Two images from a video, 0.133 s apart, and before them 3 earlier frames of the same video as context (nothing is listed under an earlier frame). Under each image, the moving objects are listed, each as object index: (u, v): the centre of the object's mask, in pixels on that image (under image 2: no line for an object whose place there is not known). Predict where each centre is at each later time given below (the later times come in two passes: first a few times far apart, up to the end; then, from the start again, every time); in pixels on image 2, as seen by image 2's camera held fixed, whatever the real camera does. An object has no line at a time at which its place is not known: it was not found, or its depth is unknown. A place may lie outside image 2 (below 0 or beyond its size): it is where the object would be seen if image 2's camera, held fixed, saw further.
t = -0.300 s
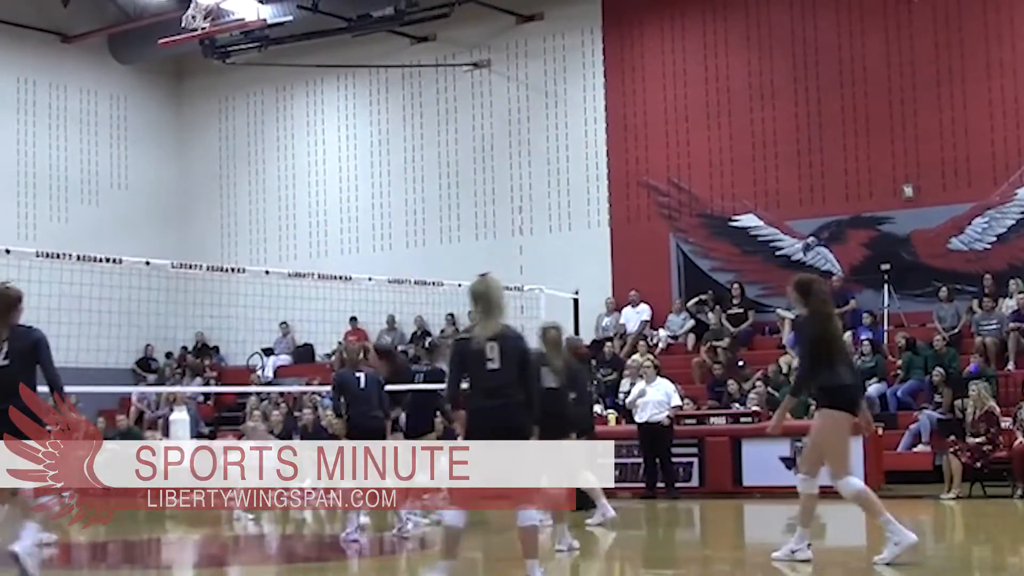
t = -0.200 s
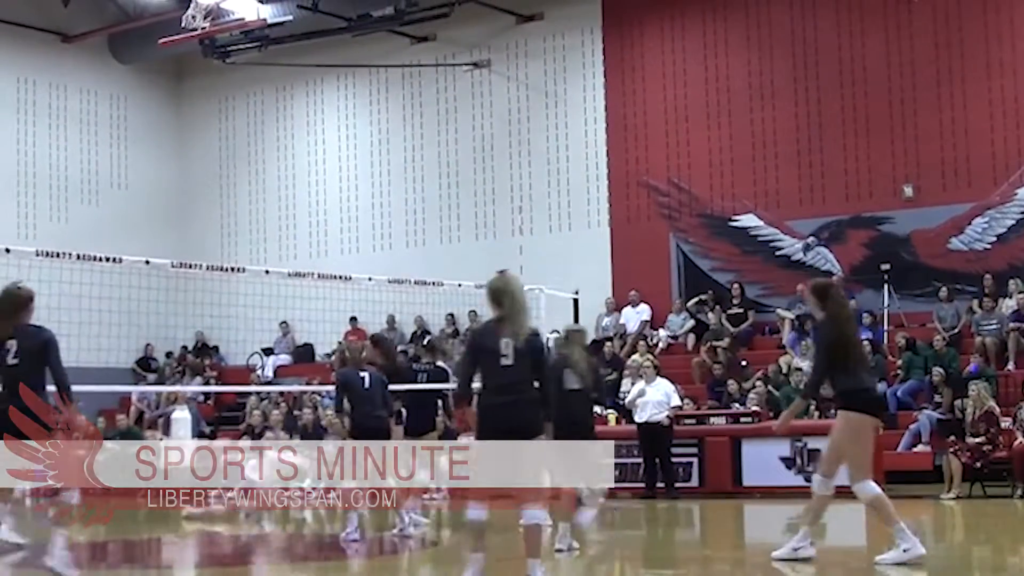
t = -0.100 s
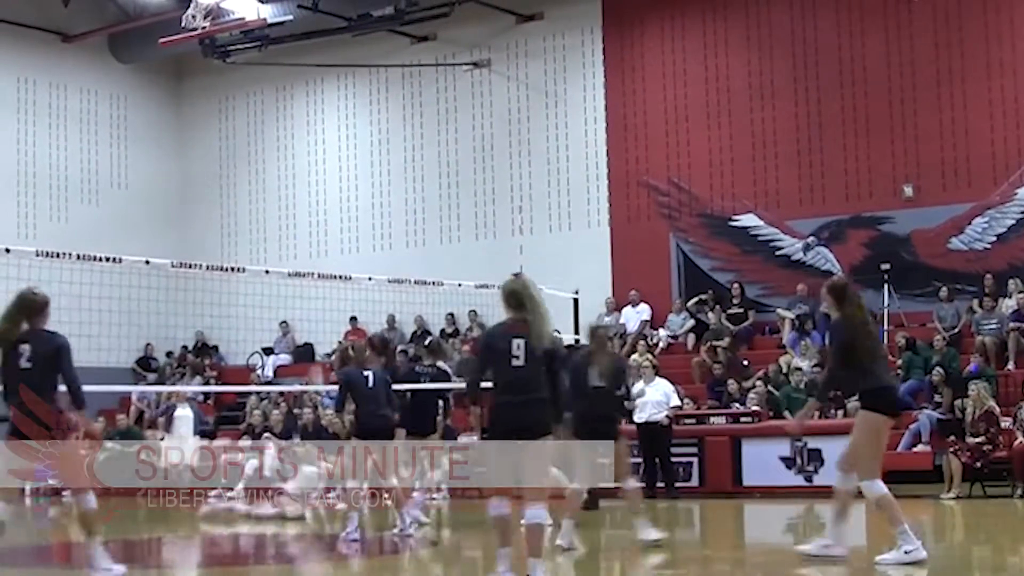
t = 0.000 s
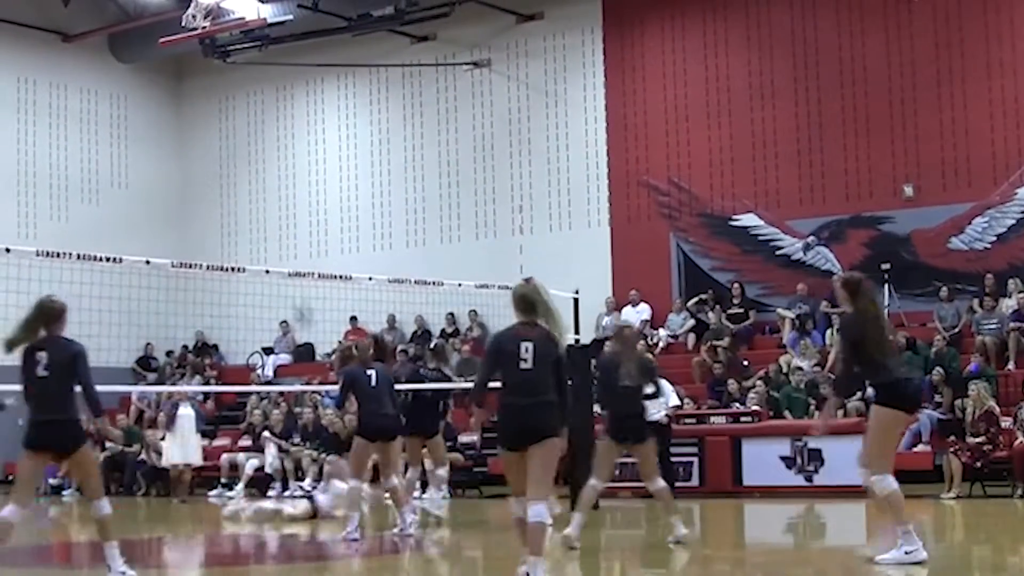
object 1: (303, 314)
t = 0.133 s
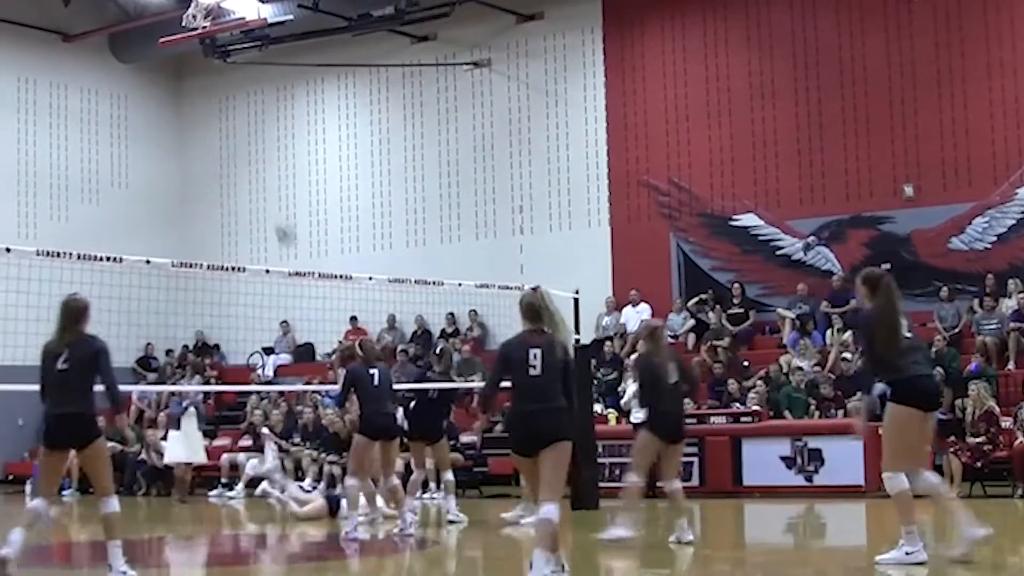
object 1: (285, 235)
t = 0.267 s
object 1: (265, 168)
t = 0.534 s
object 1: (226, 90)
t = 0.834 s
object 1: (182, 84)
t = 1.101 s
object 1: (143, 157)
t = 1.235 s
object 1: (123, 222)
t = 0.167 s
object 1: (280, 216)
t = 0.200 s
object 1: (275, 201)
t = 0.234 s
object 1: (270, 182)
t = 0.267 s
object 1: (265, 168)
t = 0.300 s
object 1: (260, 154)
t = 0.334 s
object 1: (256, 142)
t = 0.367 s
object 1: (252, 130)
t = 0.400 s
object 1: (246, 120)
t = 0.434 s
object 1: (241, 110)
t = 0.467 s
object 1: (237, 102)
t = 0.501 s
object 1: (232, 95)
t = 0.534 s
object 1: (226, 90)
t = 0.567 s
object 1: (221, 83)
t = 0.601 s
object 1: (217, 80)
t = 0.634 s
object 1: (212, 78)
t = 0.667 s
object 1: (206, 76)
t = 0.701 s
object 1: (201, 76)
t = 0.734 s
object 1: (197, 76)
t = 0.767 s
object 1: (192, 77)
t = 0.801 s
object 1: (187, 80)
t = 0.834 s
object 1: (182, 84)
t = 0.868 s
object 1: (178, 89)
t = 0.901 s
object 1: (173, 93)
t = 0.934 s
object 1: (167, 102)
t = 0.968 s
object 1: (162, 111)
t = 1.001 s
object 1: (158, 120)
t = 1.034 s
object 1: (153, 130)
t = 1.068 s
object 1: (150, 145)
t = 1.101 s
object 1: (143, 157)
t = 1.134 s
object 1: (139, 173)
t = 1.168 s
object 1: (133, 186)
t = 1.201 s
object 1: (127, 206)
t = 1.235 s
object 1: (123, 222)
